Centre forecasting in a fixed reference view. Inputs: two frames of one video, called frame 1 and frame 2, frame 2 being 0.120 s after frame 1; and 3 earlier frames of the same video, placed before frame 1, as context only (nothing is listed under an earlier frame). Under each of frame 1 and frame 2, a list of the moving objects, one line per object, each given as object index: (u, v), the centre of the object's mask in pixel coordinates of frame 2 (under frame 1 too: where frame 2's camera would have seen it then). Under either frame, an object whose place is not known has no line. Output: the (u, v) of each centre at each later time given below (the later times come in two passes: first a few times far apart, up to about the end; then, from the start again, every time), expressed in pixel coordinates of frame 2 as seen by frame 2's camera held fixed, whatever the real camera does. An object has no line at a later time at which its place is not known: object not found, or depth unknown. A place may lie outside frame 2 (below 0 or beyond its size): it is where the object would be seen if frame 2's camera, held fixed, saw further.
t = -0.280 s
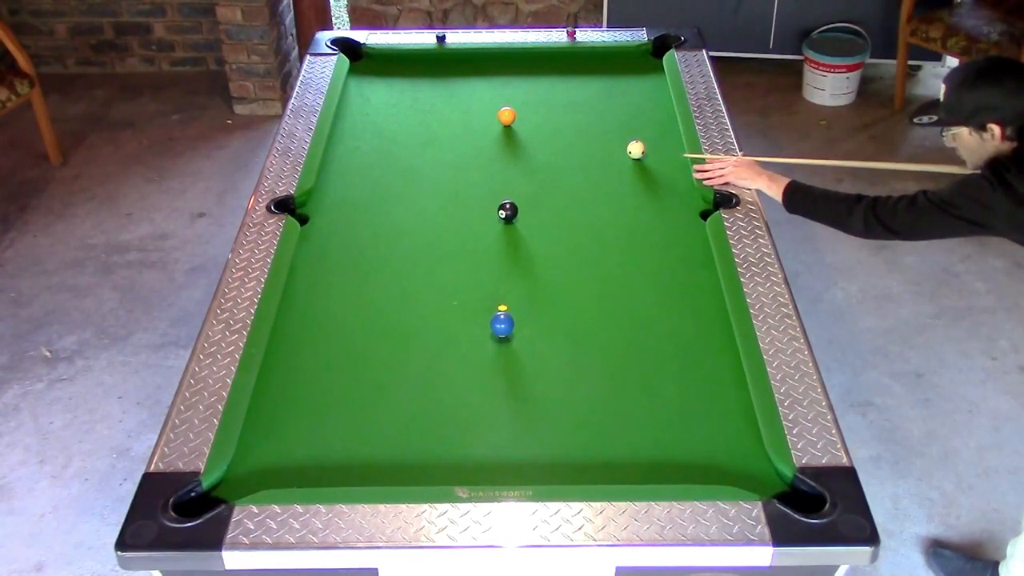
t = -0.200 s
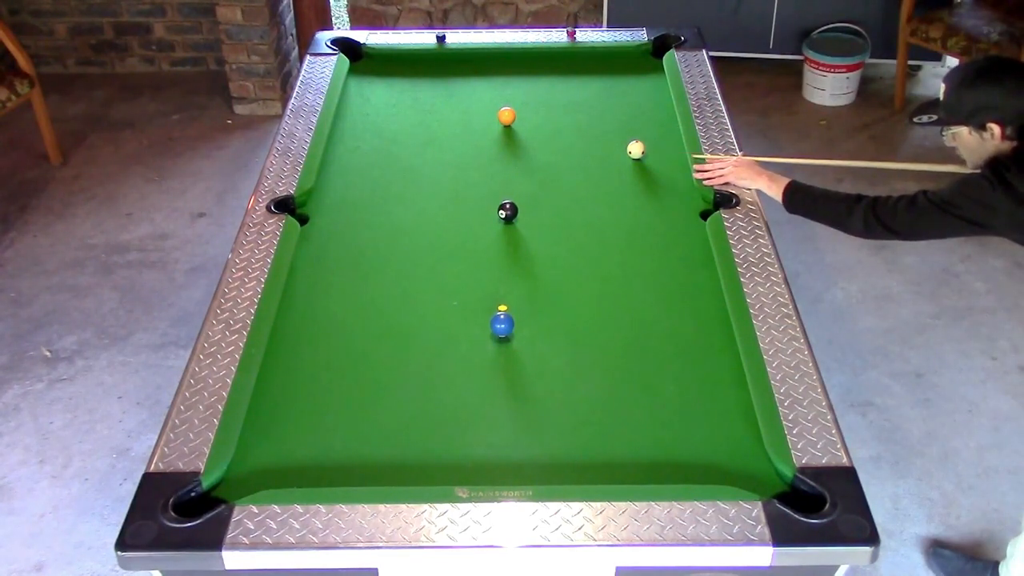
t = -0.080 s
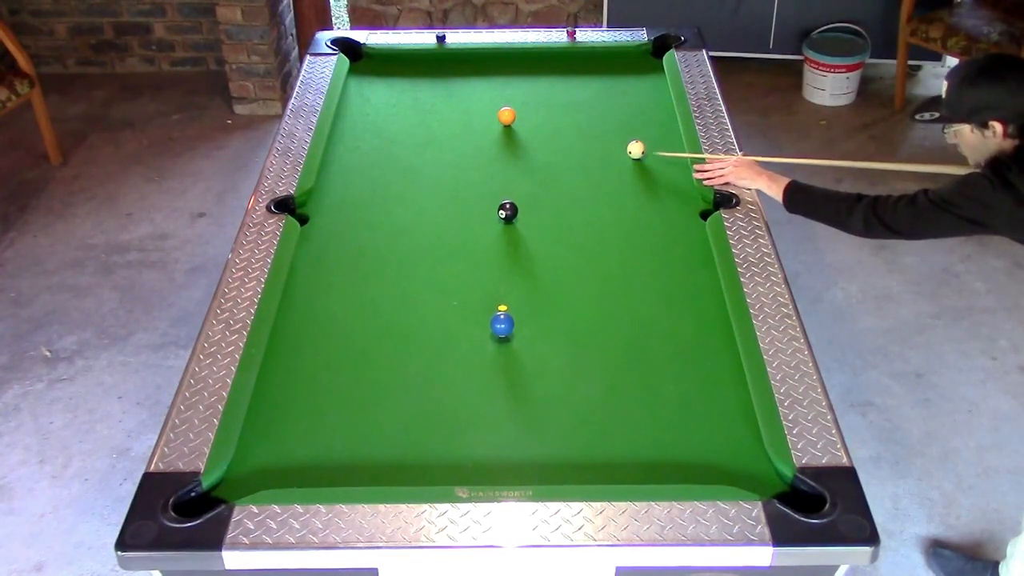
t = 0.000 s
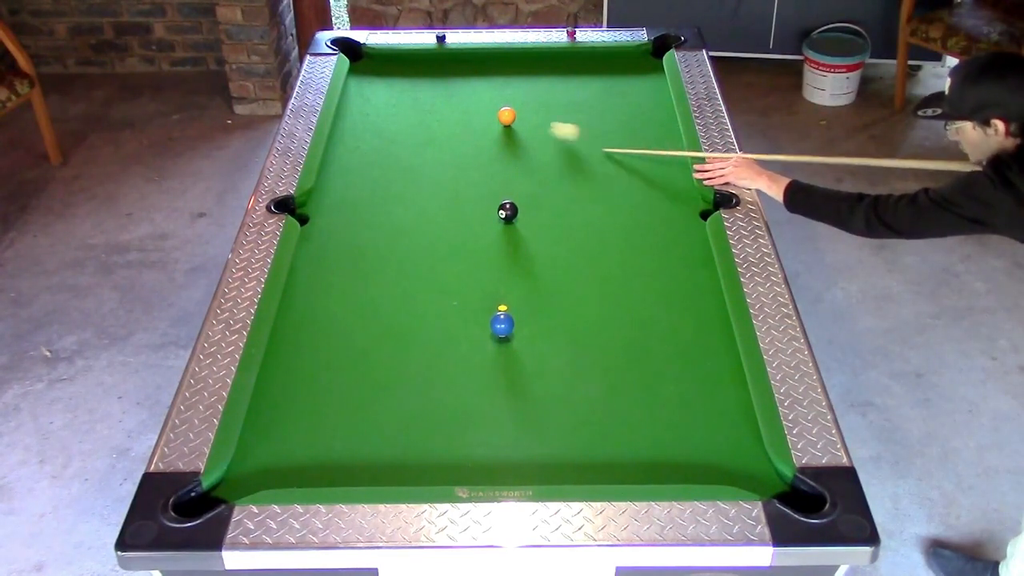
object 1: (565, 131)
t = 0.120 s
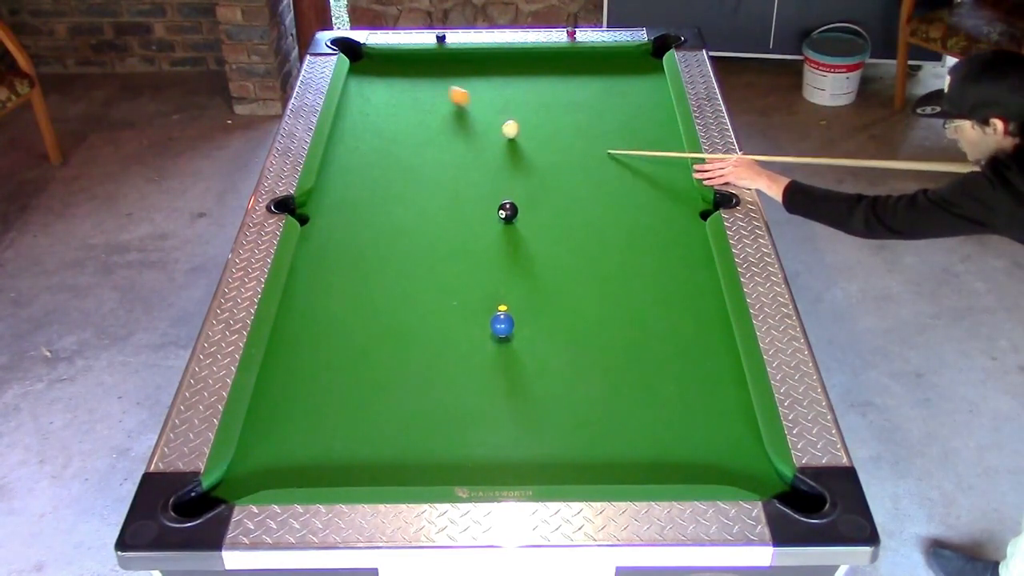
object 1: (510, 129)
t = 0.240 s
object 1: (503, 140)
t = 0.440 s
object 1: (491, 158)
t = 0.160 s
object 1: (507, 133)
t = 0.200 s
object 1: (505, 137)
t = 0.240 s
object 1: (503, 140)
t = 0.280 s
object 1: (500, 144)
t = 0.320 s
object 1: (498, 147)
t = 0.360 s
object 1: (496, 151)
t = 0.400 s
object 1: (493, 154)
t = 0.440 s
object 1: (491, 158)
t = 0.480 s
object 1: (488, 162)
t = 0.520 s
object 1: (486, 165)
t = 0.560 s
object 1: (483, 169)
